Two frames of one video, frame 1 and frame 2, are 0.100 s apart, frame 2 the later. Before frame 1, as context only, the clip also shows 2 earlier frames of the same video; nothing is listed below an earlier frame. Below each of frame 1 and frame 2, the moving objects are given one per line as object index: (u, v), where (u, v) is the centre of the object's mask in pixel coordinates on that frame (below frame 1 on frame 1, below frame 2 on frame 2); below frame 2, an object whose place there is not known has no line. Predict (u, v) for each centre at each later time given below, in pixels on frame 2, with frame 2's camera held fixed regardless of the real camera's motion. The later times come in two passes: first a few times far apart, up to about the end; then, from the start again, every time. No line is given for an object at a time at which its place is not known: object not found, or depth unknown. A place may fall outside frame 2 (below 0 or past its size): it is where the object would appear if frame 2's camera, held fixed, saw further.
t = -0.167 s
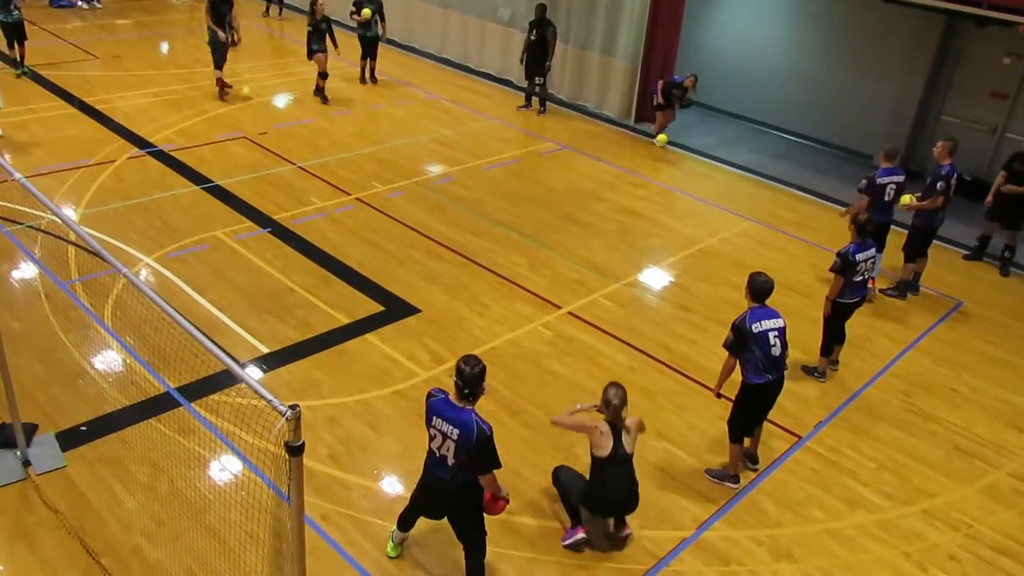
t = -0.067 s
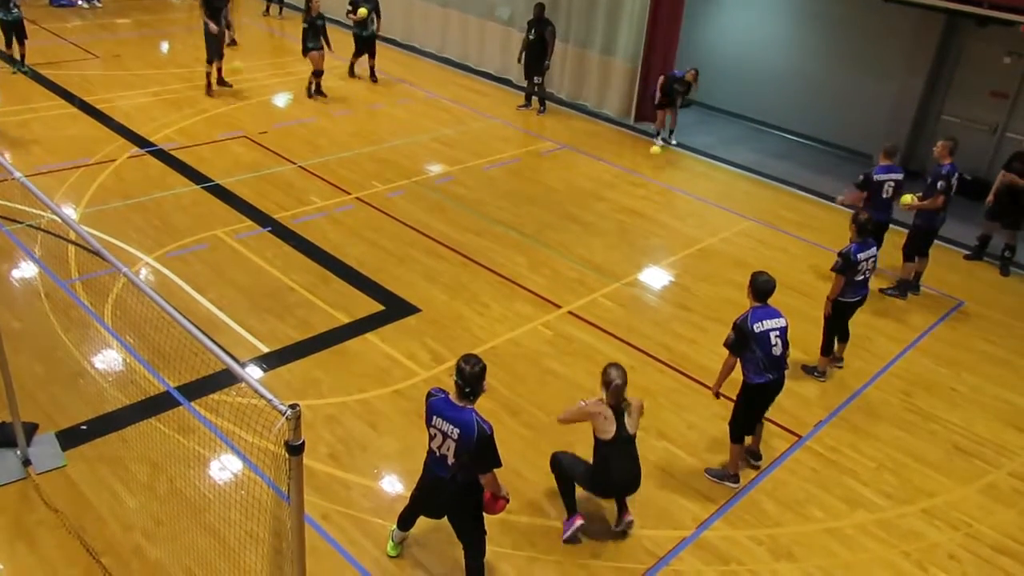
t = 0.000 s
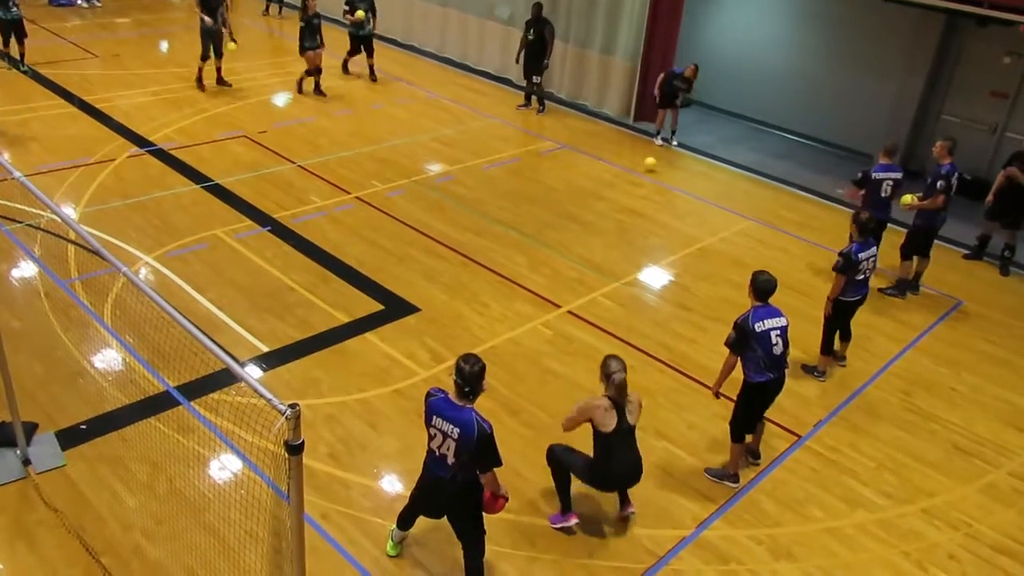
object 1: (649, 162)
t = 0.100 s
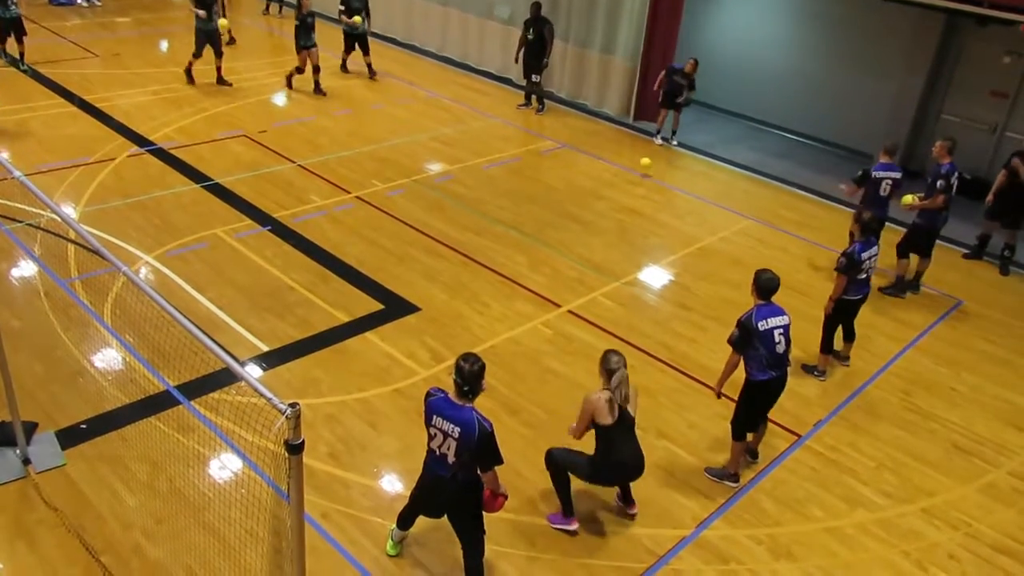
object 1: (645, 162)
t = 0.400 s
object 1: (629, 172)
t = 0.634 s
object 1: (613, 186)
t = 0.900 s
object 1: (594, 207)
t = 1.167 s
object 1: (575, 215)
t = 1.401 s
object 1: (555, 242)
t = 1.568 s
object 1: (542, 241)
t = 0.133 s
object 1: (643, 160)
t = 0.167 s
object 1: (642, 159)
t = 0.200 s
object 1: (641, 159)
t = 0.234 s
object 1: (638, 159)
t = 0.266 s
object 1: (637, 160)
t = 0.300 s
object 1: (635, 162)
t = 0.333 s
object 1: (633, 165)
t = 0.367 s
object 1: (631, 168)
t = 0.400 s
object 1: (629, 172)
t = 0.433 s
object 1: (626, 177)
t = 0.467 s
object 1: (623, 184)
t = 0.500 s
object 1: (620, 190)
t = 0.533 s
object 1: (618, 192)
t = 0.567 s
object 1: (617, 190)
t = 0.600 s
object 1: (615, 188)
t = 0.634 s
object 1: (613, 186)
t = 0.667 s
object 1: (611, 186)
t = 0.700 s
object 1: (610, 187)
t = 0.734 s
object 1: (607, 187)
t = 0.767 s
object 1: (605, 189)
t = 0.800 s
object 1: (603, 192)
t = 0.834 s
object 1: (600, 197)
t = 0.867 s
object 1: (597, 201)
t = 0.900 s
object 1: (594, 207)
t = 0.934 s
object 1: (591, 214)
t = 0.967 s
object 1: (588, 218)
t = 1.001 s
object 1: (586, 217)
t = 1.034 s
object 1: (584, 216)
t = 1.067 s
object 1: (582, 214)
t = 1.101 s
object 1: (580, 214)
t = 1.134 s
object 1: (578, 214)
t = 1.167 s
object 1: (575, 215)
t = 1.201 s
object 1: (572, 217)
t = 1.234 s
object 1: (569, 221)
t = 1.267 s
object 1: (567, 225)
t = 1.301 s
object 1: (564, 229)
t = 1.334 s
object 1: (560, 237)
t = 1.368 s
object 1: (557, 243)
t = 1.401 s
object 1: (555, 242)
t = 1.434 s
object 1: (553, 240)
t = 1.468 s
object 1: (550, 239)
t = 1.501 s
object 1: (548, 238)
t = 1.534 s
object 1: (545, 239)
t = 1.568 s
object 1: (542, 241)
